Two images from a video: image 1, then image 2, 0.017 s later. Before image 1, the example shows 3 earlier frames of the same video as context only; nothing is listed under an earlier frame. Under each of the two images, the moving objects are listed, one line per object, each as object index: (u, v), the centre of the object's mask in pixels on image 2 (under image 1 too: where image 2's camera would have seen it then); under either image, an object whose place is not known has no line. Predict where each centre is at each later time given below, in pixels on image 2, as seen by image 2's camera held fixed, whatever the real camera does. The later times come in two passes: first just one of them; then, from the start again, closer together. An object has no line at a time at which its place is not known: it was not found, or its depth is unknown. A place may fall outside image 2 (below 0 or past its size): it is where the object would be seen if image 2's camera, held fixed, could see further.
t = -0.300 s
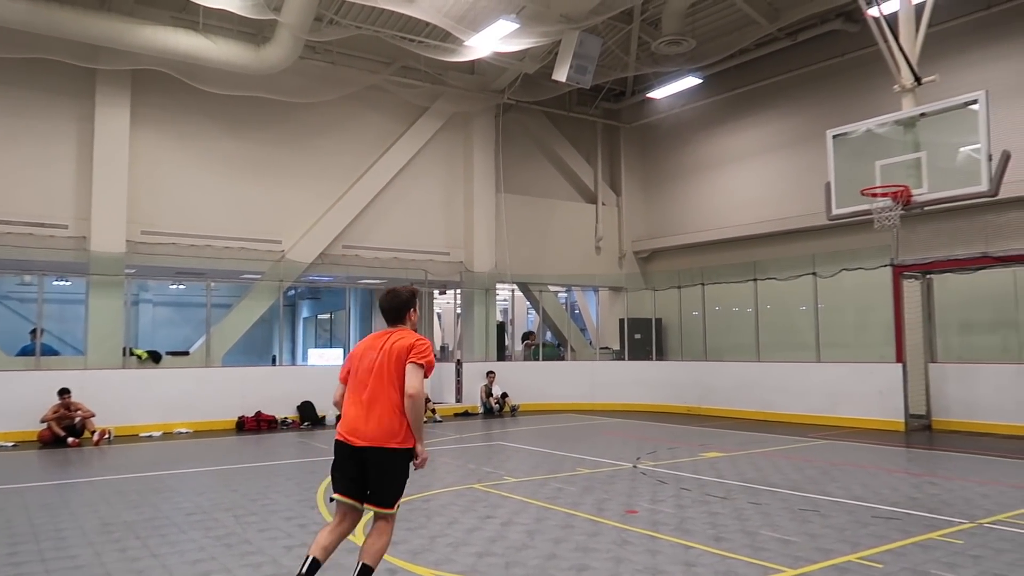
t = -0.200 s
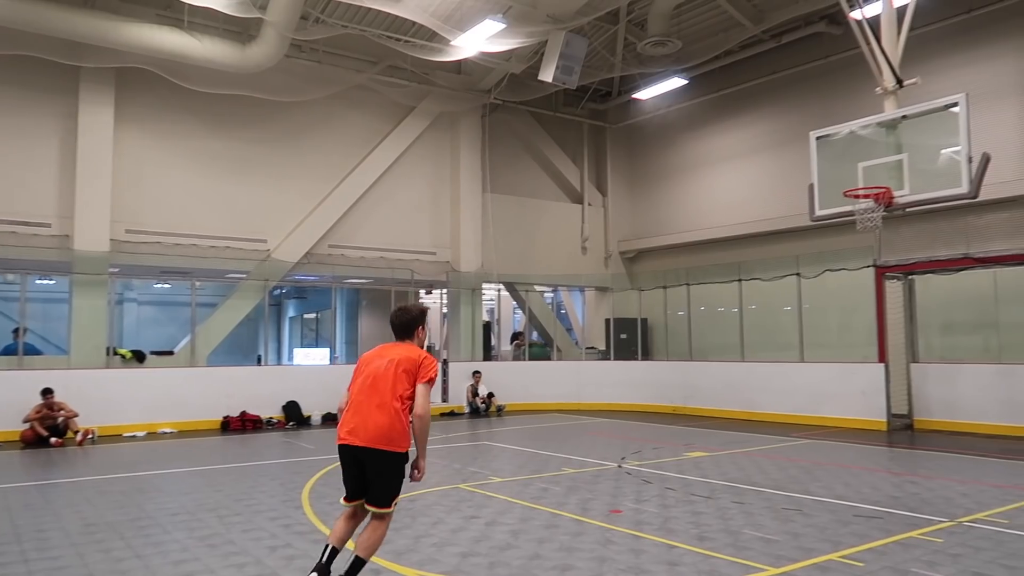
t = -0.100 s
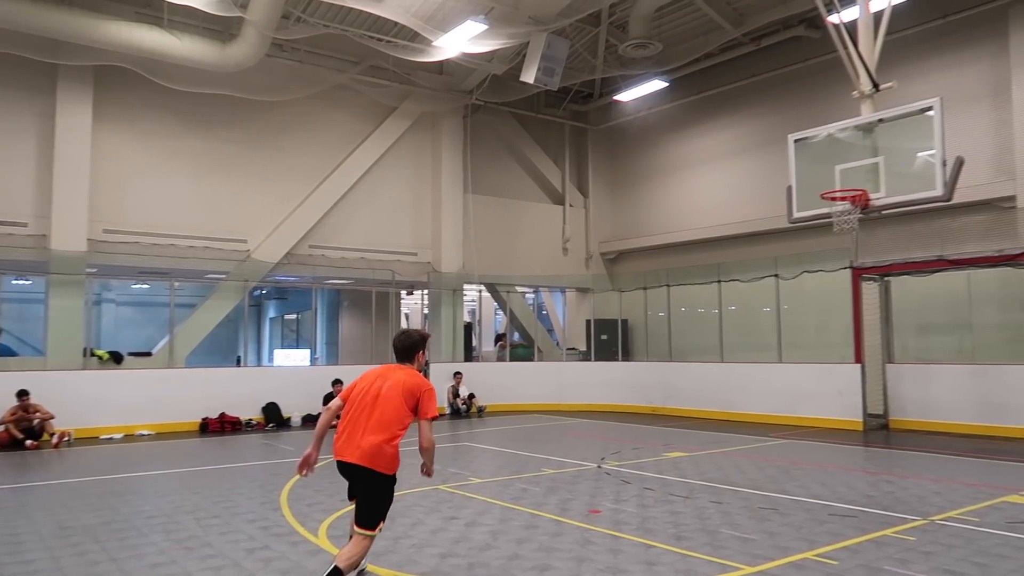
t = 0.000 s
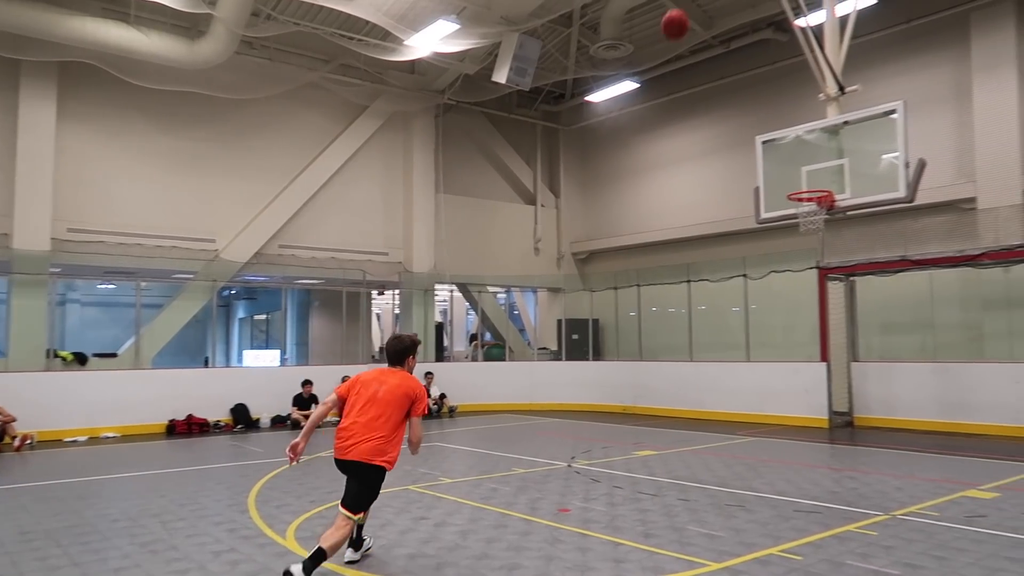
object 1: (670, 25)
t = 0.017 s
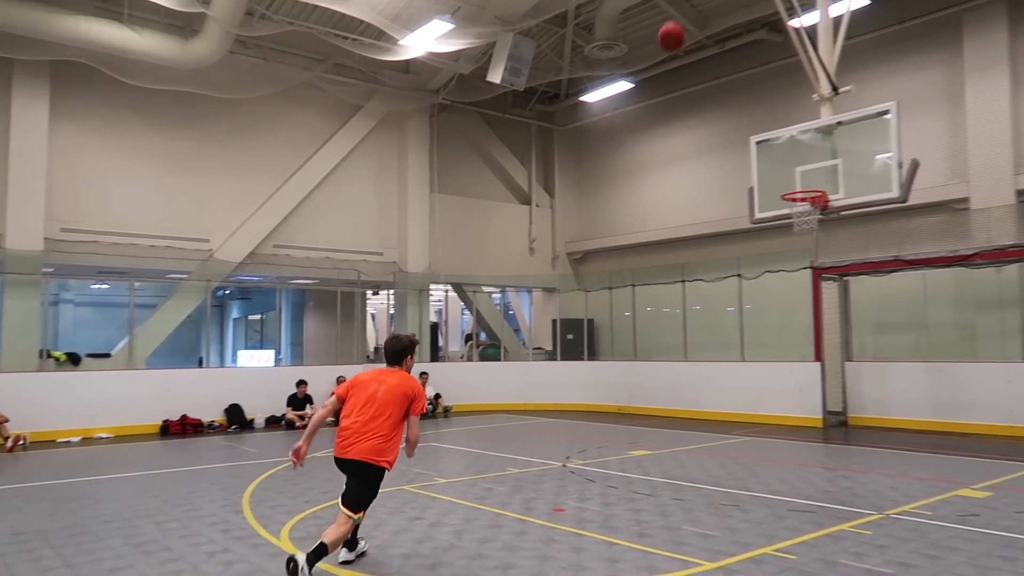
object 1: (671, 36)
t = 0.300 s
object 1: (704, 265)
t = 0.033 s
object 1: (674, 48)
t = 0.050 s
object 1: (676, 60)
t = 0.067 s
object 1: (677, 73)
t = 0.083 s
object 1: (679, 86)
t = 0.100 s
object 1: (681, 99)
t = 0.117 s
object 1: (683, 112)
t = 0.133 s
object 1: (685, 125)
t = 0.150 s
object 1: (687, 139)
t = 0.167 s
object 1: (688, 152)
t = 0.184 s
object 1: (692, 166)
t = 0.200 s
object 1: (693, 180)
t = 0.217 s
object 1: (693, 194)
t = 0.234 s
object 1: (695, 208)
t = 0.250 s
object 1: (697, 222)
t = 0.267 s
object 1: (700, 237)
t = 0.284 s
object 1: (702, 250)
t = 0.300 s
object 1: (704, 265)
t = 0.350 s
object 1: (709, 310)
